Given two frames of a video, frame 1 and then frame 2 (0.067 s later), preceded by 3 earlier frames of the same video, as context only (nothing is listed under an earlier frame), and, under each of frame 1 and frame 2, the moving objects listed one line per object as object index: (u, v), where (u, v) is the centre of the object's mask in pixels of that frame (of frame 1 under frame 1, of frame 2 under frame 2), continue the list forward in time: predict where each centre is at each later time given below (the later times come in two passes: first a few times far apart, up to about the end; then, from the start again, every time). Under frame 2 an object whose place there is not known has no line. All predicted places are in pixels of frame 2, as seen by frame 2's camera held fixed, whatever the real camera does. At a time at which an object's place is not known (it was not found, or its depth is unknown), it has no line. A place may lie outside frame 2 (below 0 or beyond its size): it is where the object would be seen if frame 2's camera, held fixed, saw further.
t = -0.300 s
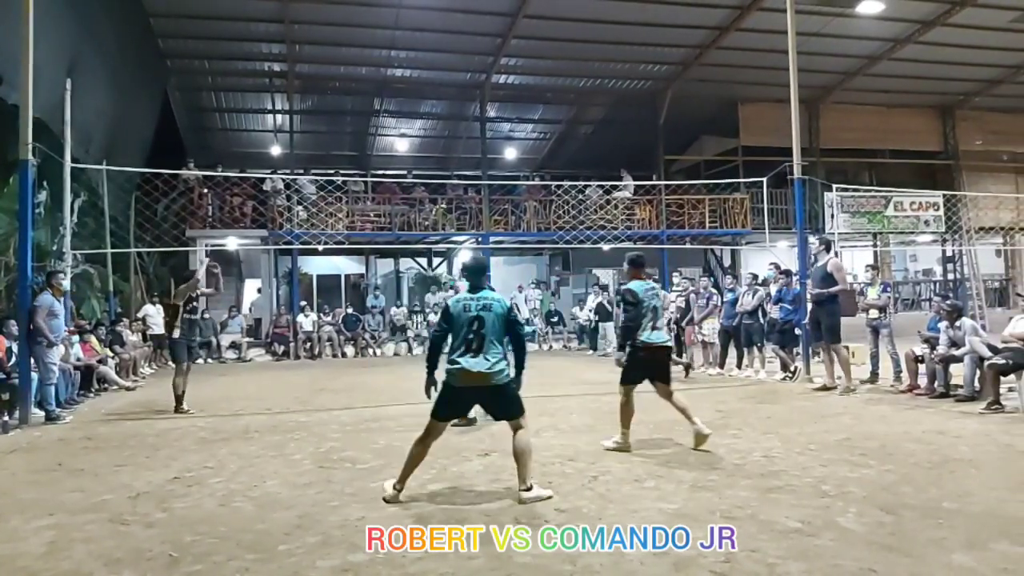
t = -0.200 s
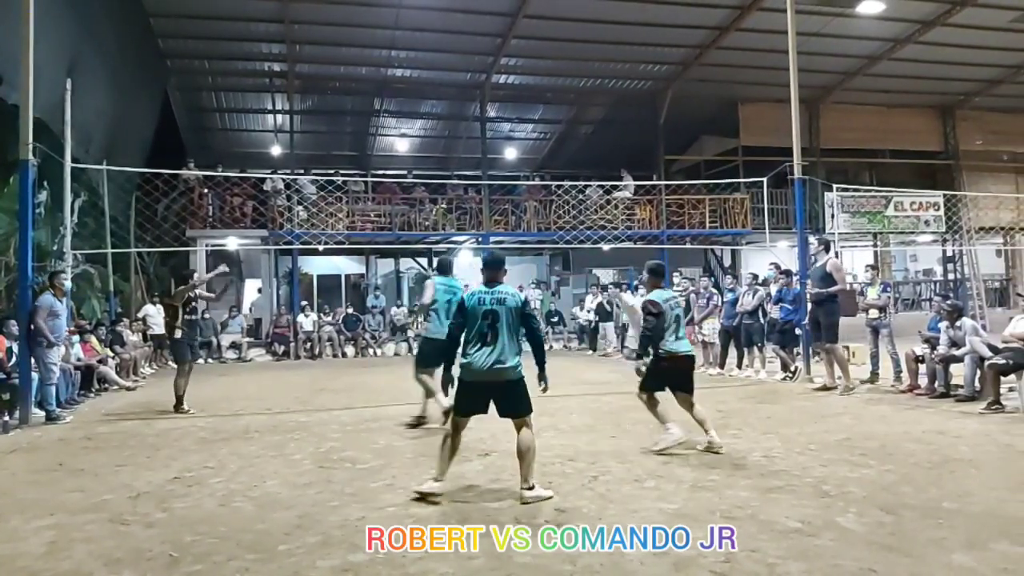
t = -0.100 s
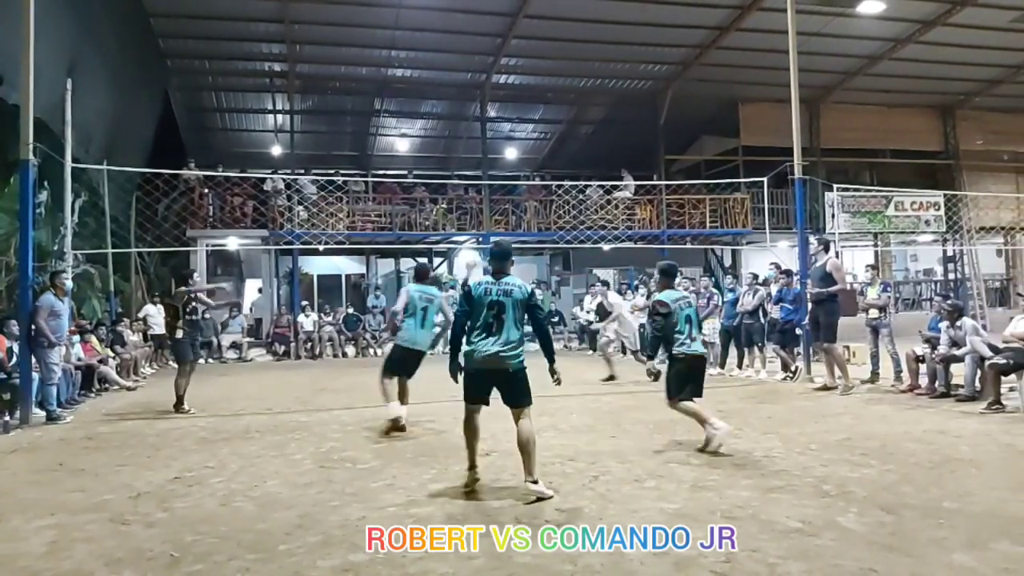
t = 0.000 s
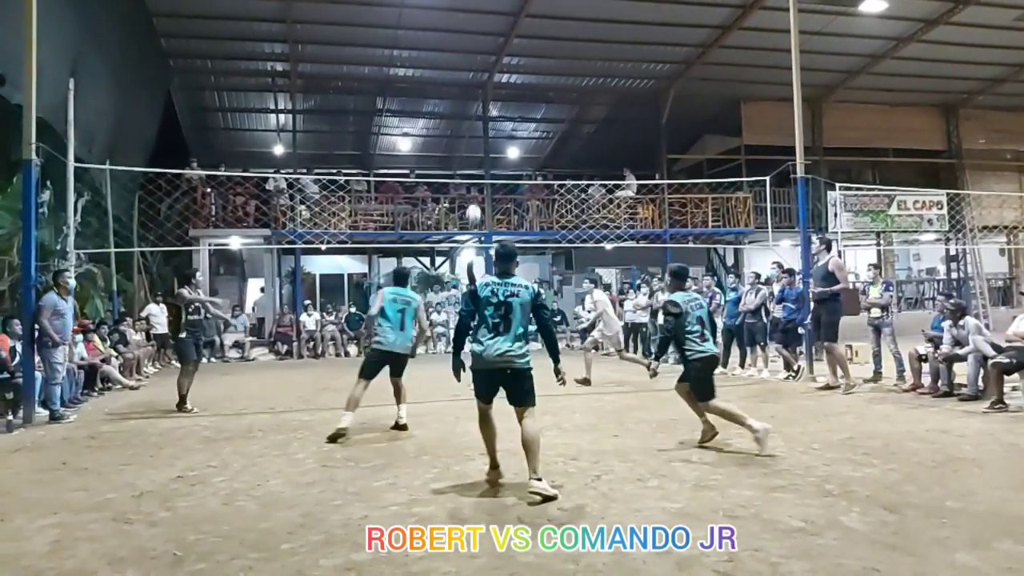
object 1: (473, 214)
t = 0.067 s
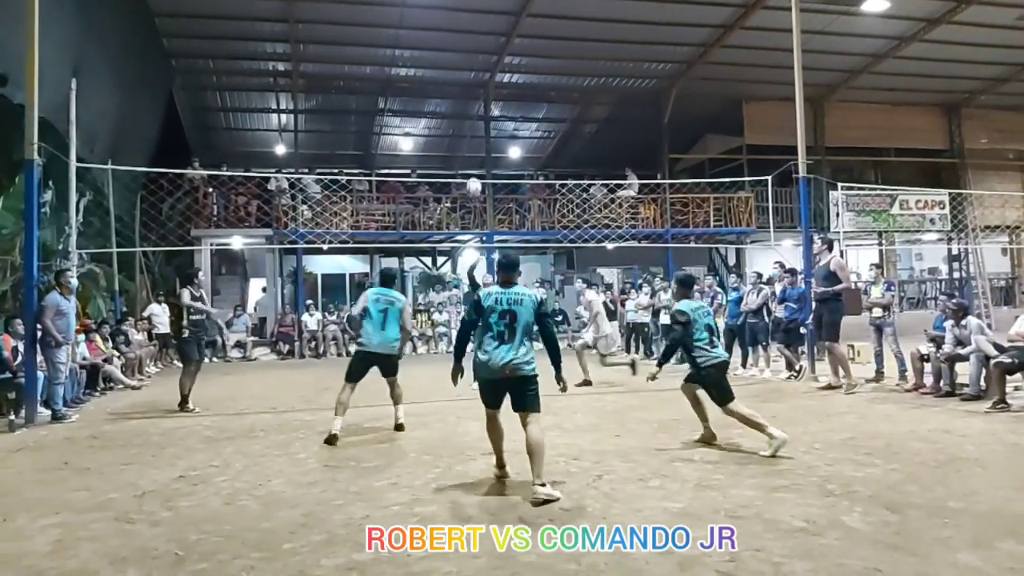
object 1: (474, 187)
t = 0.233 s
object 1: (471, 131)
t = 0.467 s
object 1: (469, 86)
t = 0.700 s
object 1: (468, 72)
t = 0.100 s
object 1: (473, 173)
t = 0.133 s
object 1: (473, 162)
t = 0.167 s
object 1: (473, 157)
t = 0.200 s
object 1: (472, 141)
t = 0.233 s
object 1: (471, 131)
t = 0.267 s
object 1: (471, 123)
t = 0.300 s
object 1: (470, 114)
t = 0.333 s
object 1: (470, 107)
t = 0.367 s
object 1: (470, 100)
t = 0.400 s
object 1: (470, 97)
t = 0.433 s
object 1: (469, 91)
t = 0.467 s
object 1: (469, 86)
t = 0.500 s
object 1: (469, 82)
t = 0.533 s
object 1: (469, 80)
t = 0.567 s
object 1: (468, 76)
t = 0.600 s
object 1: (468, 74)
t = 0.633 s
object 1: (468, 72)
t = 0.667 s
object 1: (468, 72)
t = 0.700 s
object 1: (468, 72)
